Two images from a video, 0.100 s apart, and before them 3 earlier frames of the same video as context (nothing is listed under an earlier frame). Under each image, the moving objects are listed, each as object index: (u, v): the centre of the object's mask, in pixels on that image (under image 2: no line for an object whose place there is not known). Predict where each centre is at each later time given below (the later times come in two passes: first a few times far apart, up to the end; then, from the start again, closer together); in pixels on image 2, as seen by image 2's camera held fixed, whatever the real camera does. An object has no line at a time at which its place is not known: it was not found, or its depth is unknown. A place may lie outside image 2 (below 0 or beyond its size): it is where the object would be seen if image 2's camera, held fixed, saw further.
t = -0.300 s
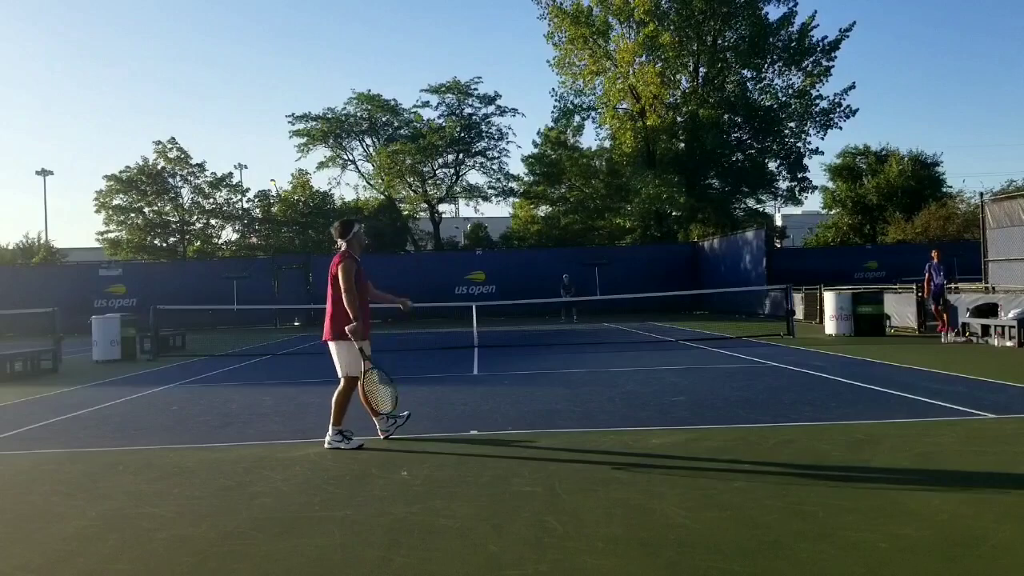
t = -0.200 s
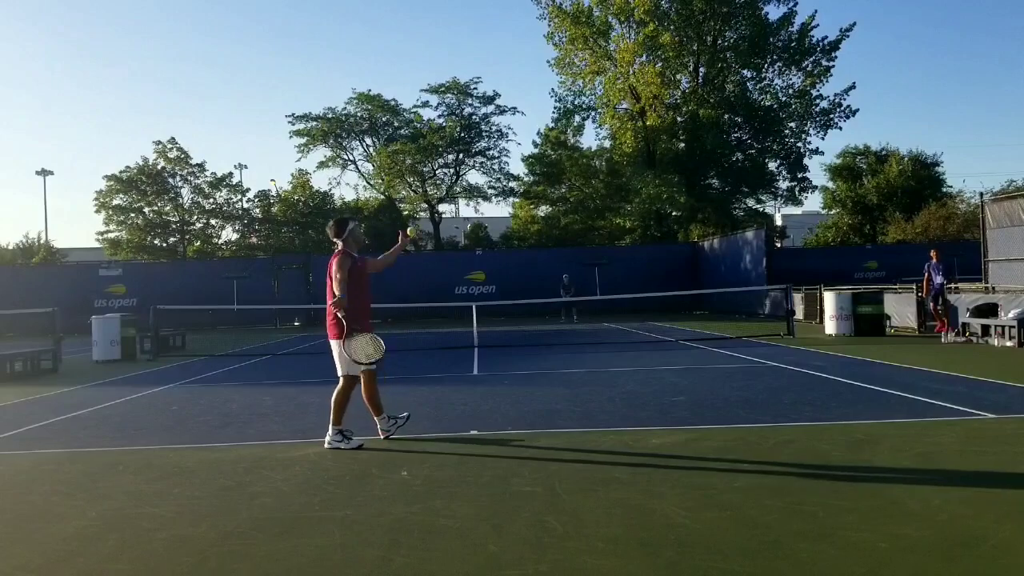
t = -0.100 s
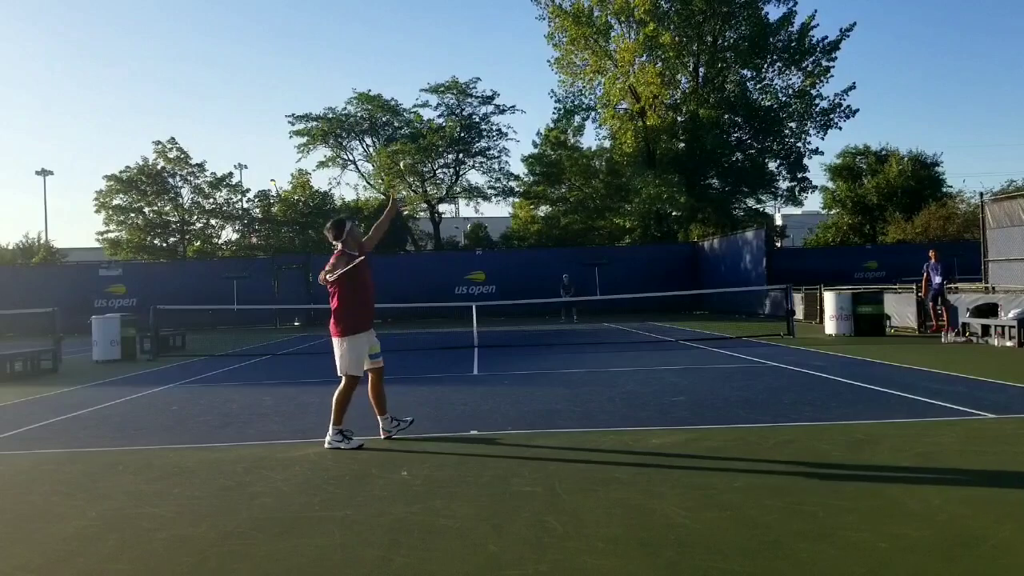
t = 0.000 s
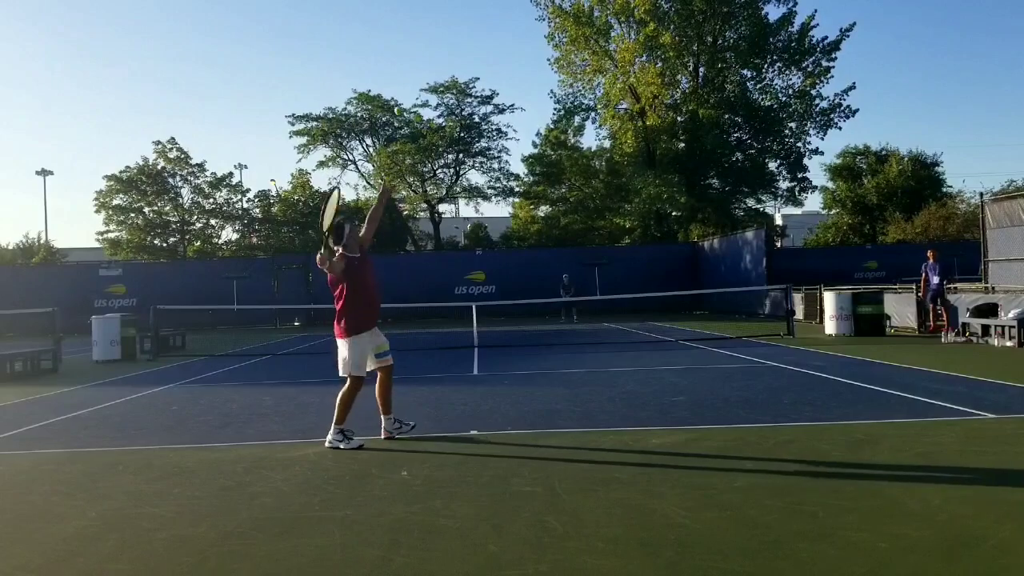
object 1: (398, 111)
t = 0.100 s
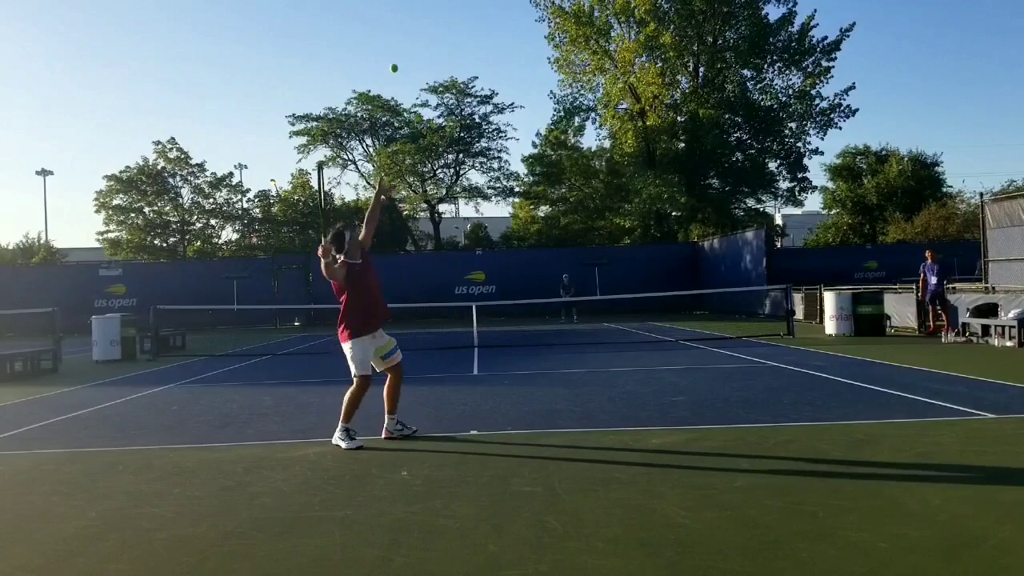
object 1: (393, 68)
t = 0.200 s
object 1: (389, 38)
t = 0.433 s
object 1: (381, 12)
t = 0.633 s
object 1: (376, 44)
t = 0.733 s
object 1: (375, 78)
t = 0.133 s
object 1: (392, 56)
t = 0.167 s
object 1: (390, 46)
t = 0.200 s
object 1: (389, 38)
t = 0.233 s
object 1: (388, 30)
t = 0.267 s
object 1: (386, 24)
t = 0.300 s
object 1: (385, 19)
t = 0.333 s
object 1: (384, 15)
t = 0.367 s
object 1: (383, 13)
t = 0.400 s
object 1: (382, 12)
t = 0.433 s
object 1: (381, 12)
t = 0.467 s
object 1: (380, 14)
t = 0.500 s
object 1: (379, 17)
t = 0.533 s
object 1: (379, 22)
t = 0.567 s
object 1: (378, 28)
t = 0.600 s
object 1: (377, 35)
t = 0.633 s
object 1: (376, 44)
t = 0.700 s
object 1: (376, 65)
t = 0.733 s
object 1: (375, 78)
